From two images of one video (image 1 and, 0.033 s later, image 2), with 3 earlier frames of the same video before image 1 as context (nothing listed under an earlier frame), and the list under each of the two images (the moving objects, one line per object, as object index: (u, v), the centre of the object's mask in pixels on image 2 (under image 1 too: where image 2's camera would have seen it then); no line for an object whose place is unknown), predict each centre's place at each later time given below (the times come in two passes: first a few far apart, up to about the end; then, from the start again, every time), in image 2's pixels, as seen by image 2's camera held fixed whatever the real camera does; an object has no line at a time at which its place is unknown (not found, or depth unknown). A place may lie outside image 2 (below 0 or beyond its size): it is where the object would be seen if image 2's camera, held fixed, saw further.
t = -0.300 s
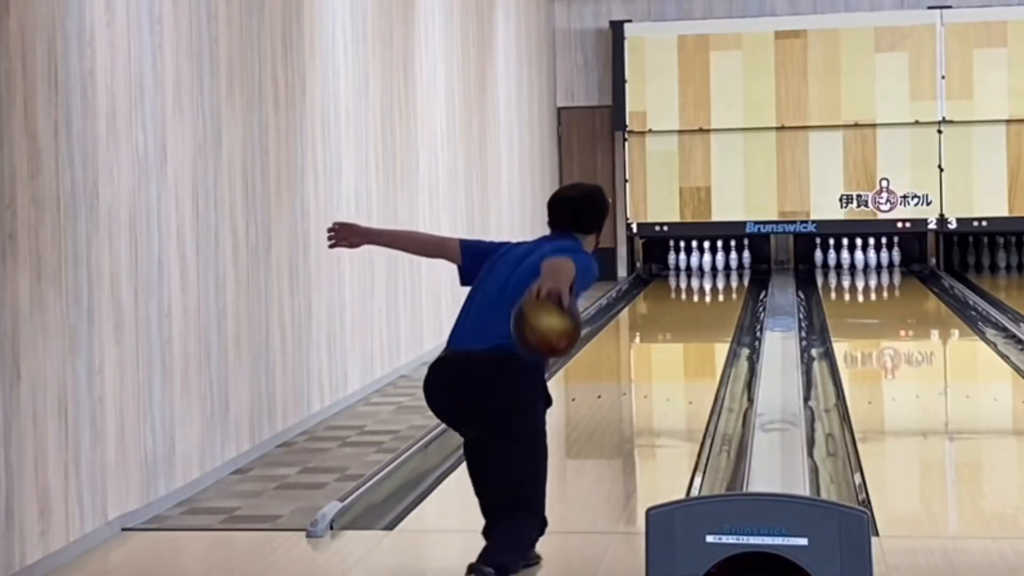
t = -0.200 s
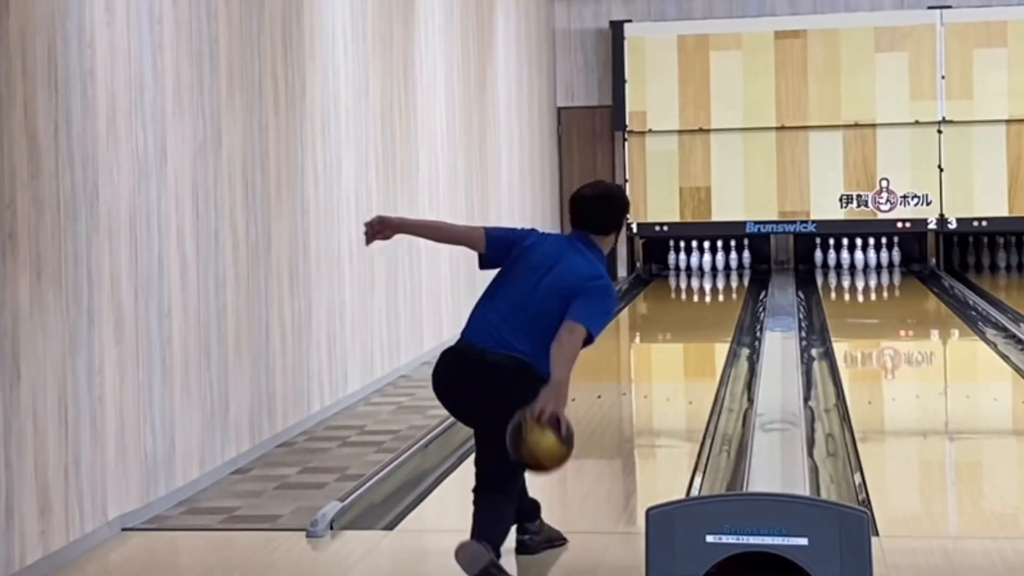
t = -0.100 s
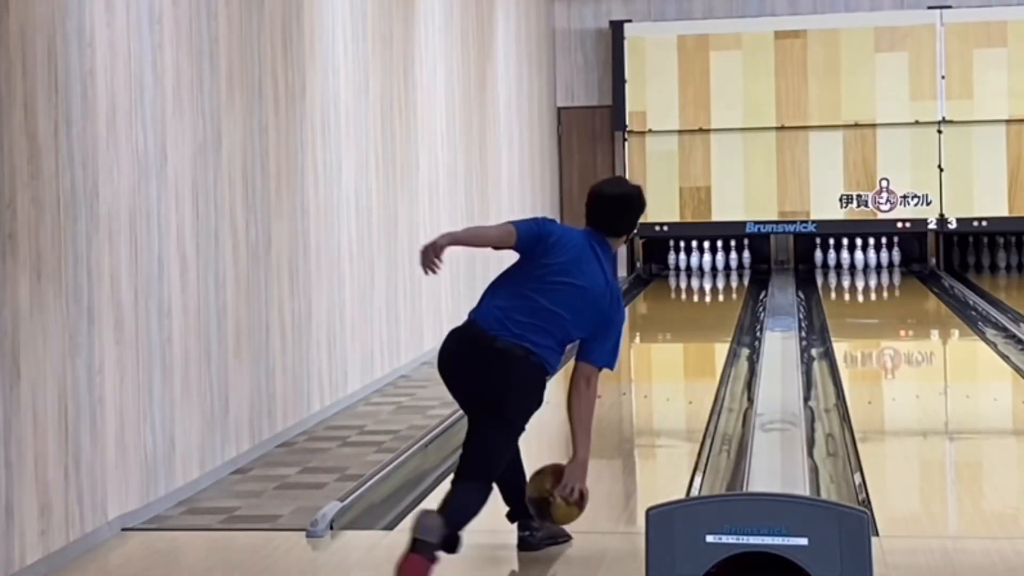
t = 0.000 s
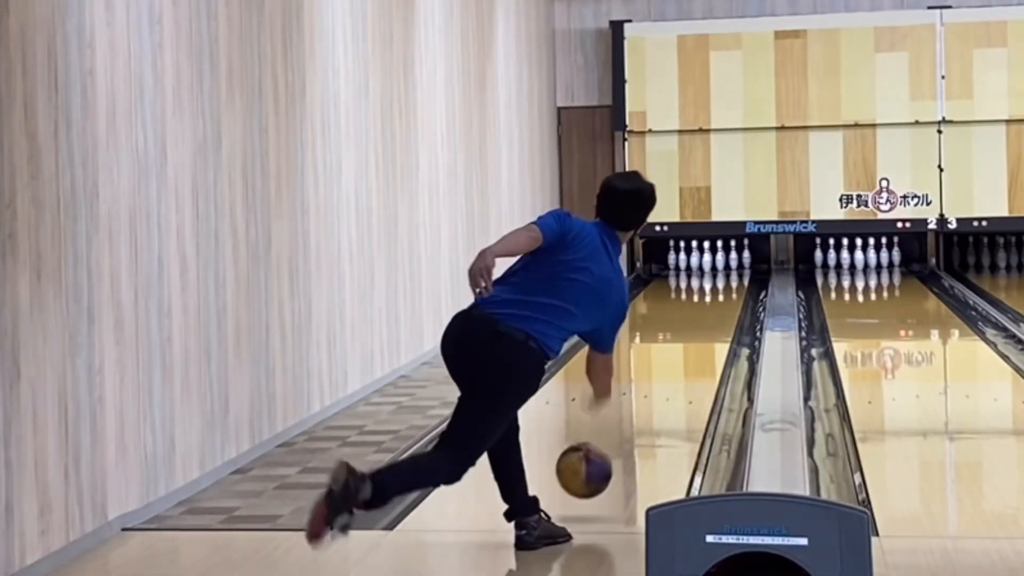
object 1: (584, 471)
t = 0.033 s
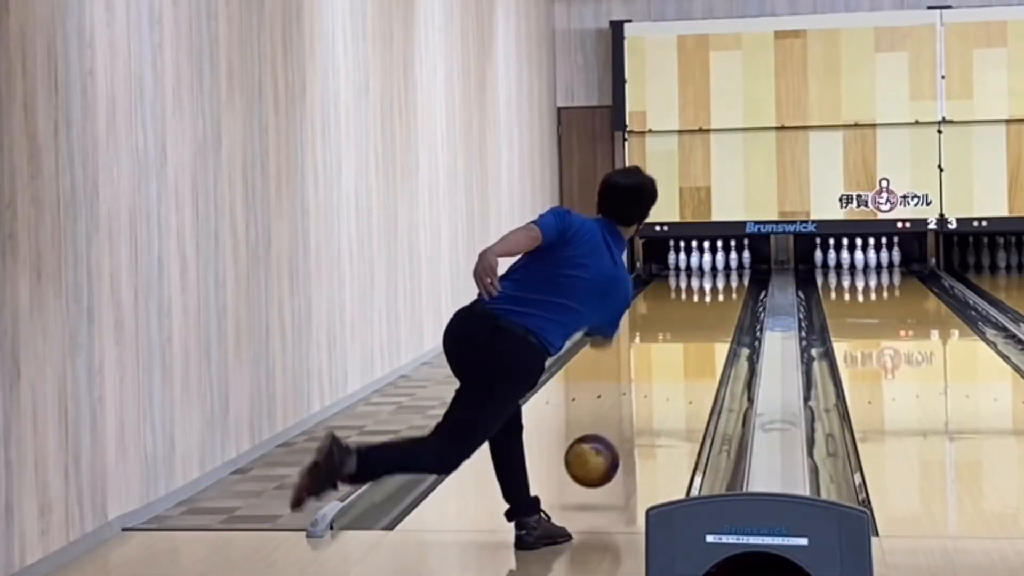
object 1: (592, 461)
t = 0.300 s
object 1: (640, 419)
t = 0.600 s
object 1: (675, 371)
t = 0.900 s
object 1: (698, 338)
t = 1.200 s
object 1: (714, 316)
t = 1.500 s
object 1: (723, 297)
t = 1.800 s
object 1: (729, 283)
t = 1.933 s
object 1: (728, 278)
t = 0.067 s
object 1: (599, 454)
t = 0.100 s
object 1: (606, 451)
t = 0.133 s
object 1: (613, 450)
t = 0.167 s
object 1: (619, 446)
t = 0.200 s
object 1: (625, 438)
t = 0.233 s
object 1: (630, 432)
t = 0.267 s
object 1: (636, 425)
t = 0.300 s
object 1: (640, 419)
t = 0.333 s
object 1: (645, 412)
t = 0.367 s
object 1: (649, 406)
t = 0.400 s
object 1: (654, 401)
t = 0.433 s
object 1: (658, 395)
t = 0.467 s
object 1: (661, 390)
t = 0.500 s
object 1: (665, 385)
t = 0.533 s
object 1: (669, 380)
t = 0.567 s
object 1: (672, 376)
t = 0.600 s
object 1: (675, 371)
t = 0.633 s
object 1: (678, 367)
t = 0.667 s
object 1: (681, 363)
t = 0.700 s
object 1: (684, 359)
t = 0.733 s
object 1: (687, 355)
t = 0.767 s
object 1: (689, 352)
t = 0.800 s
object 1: (691, 348)
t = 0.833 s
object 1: (694, 345)
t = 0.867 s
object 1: (696, 342)
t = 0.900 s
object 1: (698, 338)
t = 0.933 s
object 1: (701, 335)
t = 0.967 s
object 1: (702, 332)
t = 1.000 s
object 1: (704, 330)
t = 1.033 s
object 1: (706, 328)
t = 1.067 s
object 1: (709, 325)
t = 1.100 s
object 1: (710, 322)
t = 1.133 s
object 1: (711, 320)
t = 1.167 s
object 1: (712, 318)
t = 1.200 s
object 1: (714, 316)
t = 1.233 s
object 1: (716, 313)
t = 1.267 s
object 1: (717, 311)
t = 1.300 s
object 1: (718, 308)
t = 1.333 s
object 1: (719, 306)
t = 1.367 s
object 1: (720, 305)
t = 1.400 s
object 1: (721, 302)
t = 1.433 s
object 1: (722, 300)
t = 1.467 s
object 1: (724, 298)
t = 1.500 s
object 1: (723, 297)
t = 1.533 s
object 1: (725, 295)
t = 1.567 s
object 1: (725, 293)
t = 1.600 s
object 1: (726, 292)
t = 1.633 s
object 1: (727, 291)
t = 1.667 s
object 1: (728, 288)
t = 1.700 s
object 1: (728, 287)
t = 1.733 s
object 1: (729, 286)
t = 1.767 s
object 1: (729, 284)
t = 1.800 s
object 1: (729, 283)
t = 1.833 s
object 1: (729, 281)
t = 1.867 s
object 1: (729, 280)
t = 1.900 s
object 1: (728, 279)
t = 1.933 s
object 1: (728, 278)
